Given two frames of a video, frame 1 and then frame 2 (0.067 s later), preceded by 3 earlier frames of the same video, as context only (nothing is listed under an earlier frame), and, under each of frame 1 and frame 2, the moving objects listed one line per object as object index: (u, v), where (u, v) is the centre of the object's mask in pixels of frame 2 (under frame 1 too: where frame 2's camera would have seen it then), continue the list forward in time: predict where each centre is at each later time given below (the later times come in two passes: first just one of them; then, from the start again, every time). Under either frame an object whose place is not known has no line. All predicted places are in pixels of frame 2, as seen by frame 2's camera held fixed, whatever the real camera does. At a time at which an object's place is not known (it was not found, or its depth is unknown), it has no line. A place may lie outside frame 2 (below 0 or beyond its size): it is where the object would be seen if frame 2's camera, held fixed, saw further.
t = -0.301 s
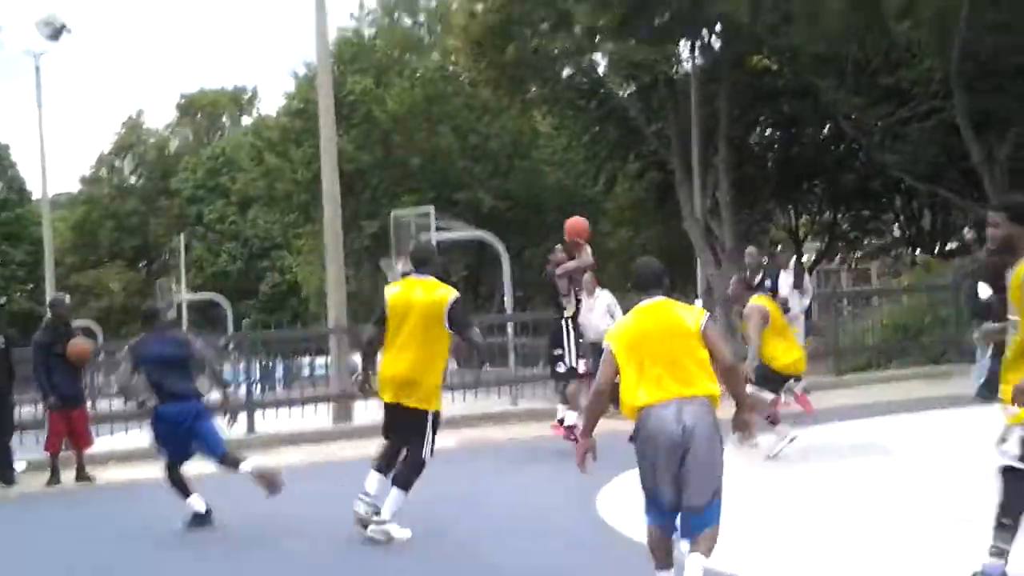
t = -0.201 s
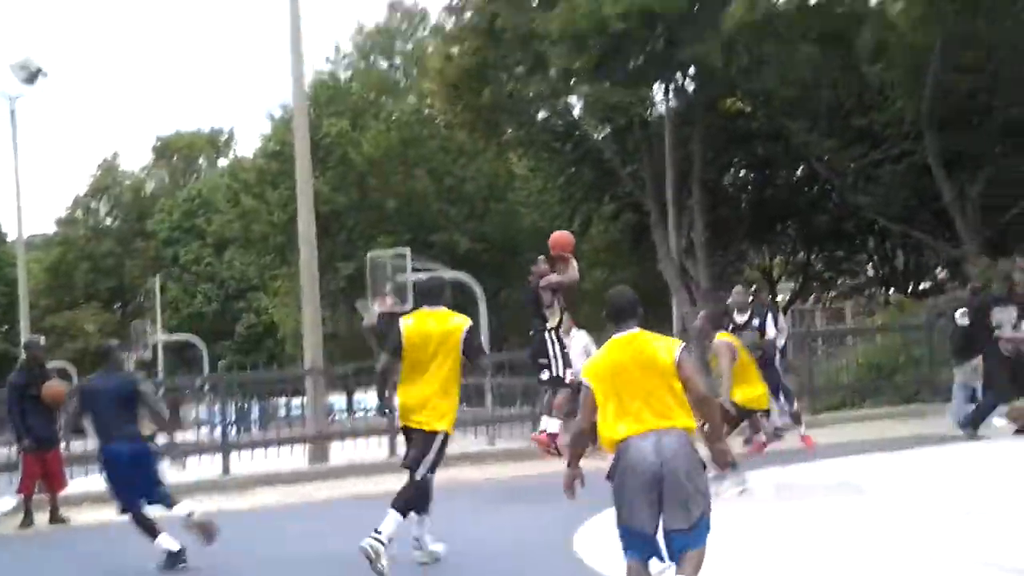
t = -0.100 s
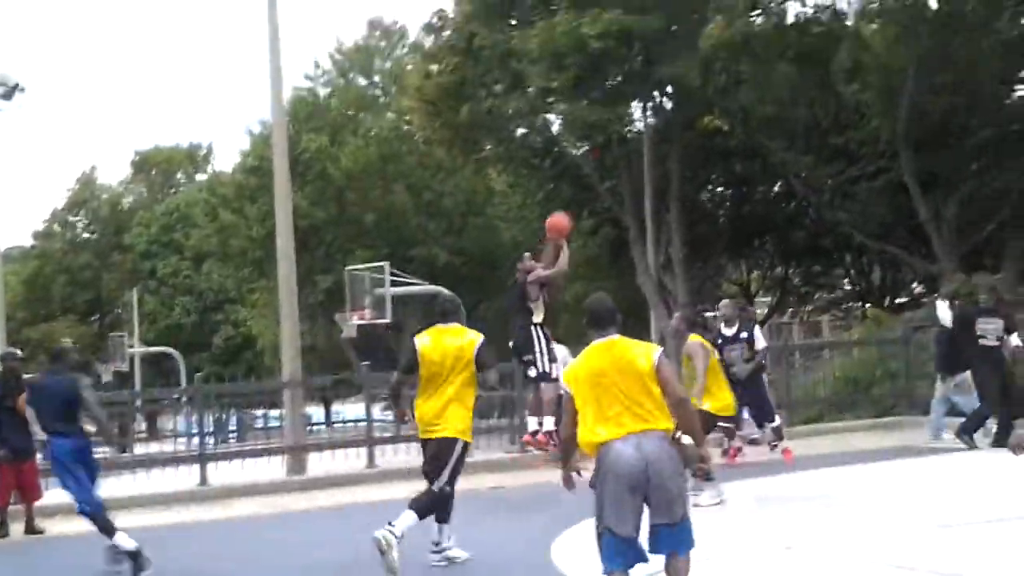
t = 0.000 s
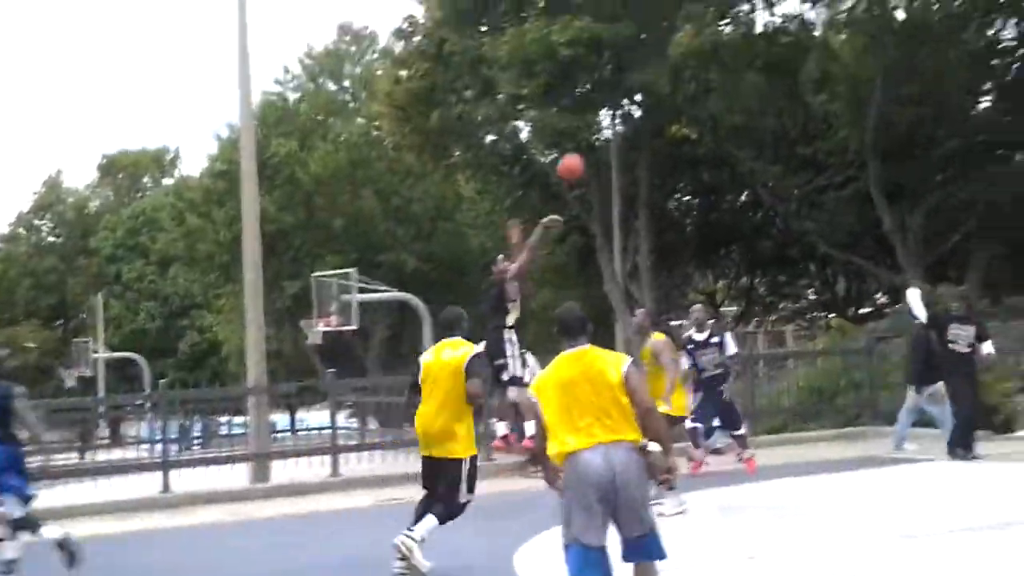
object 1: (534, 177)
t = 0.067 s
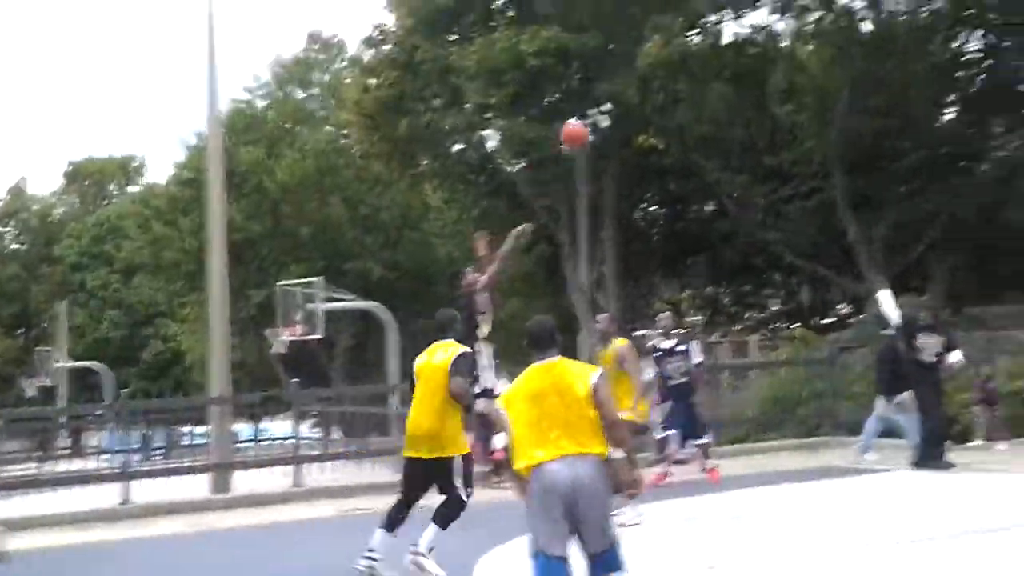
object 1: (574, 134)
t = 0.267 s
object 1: (682, 35)
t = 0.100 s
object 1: (592, 114)
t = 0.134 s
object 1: (611, 100)
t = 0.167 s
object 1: (629, 81)
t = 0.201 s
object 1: (643, 64)
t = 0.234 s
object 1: (661, 49)
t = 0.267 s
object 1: (682, 35)
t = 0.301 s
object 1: (702, 16)
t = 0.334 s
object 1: (721, 3)
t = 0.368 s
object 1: (742, -9)
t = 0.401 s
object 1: (760, -16)
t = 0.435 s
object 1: (781, -24)
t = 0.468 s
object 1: (800, -31)
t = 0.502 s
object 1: (821, -40)
